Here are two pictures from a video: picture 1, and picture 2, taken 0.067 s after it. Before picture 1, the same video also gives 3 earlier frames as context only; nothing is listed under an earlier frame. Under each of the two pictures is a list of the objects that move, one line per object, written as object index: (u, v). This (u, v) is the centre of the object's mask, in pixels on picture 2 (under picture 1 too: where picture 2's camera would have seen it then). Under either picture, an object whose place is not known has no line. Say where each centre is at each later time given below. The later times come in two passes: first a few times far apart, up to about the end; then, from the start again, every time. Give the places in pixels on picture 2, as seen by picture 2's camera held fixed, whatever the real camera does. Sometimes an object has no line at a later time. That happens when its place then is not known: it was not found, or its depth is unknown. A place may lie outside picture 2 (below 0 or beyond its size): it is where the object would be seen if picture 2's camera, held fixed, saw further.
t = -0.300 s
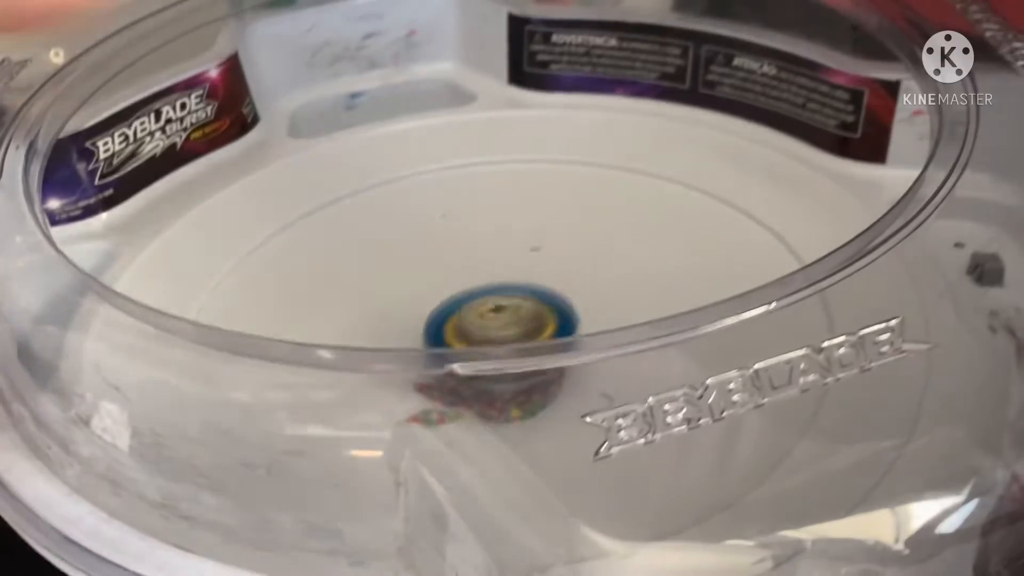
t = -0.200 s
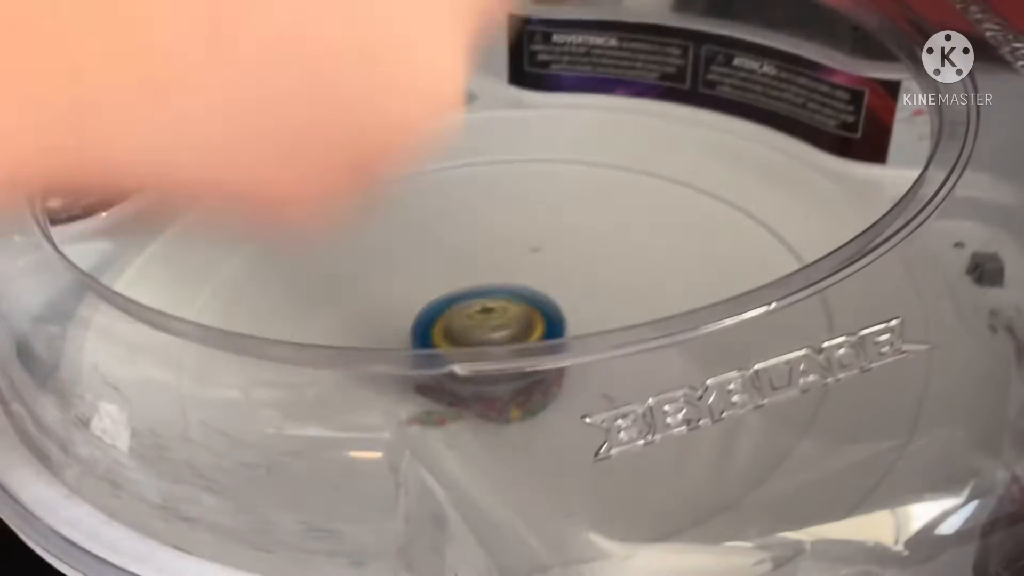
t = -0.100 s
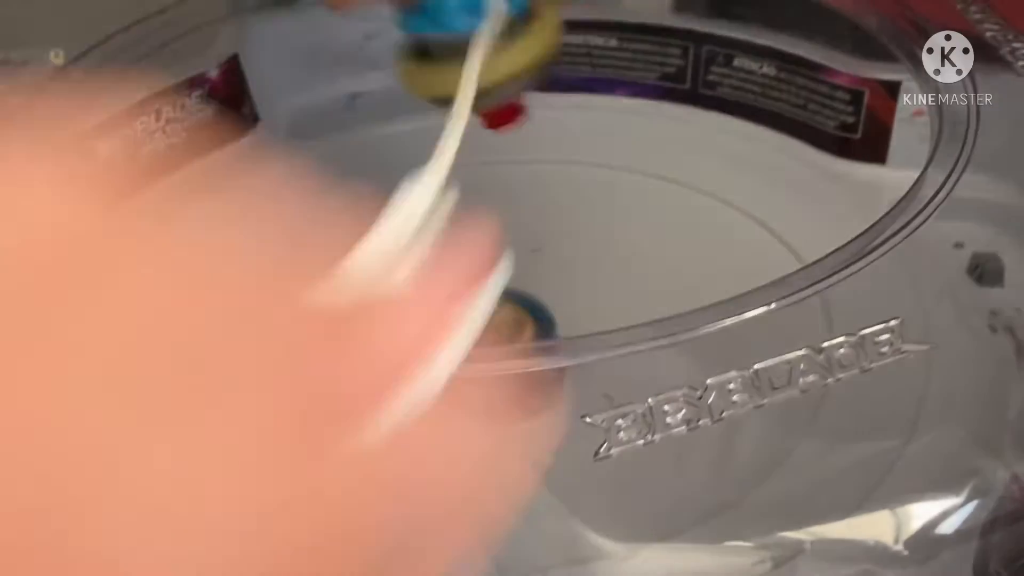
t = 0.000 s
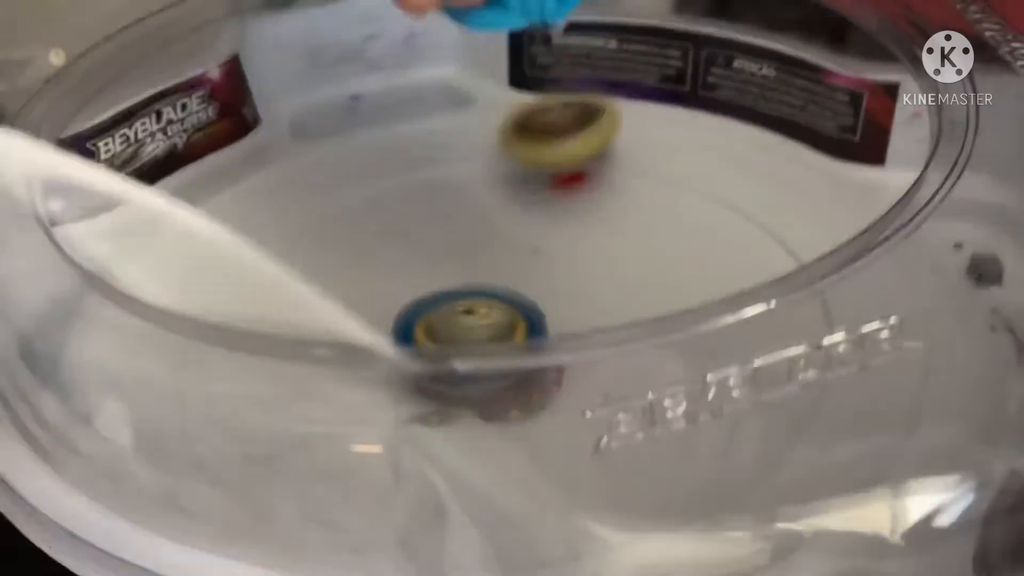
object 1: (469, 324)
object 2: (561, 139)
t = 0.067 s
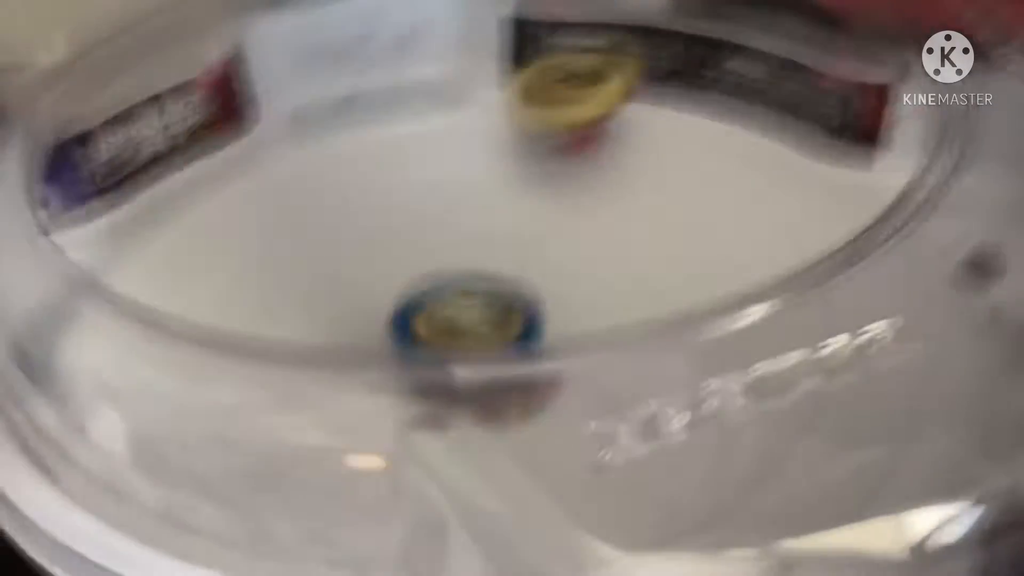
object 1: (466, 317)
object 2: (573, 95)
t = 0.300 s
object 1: (471, 307)
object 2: (498, 196)
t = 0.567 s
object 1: (405, 379)
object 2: (436, 157)
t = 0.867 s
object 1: (440, 344)
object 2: (378, 238)
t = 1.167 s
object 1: (574, 369)
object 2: (418, 254)
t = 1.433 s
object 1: (607, 292)
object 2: (464, 270)
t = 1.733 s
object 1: (603, 284)
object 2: (460, 265)
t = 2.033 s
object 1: (596, 292)
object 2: (449, 278)
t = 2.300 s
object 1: (582, 304)
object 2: (412, 284)
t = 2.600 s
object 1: (547, 318)
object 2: (396, 277)
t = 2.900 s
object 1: (501, 321)
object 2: (377, 279)
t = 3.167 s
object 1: (486, 318)
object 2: (375, 263)
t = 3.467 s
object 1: (494, 315)
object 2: (404, 250)
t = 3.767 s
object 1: (515, 312)
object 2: (466, 235)
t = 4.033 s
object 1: (518, 317)
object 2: (527, 234)
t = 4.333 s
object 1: (501, 322)
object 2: (585, 245)
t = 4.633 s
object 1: (474, 318)
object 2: (612, 273)
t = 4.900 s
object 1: (465, 307)
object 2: (617, 296)
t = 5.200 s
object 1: (472, 288)
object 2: (585, 337)
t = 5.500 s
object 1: (505, 272)
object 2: (506, 376)
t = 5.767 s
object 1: (529, 283)
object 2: (432, 377)
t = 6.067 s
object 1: (537, 300)
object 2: (379, 319)
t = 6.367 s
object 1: (519, 313)
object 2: (366, 290)
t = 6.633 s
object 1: (493, 318)
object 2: (398, 255)
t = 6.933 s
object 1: (478, 315)
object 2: (467, 227)
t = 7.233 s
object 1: (477, 309)
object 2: (552, 228)
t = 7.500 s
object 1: (484, 307)
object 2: (608, 248)
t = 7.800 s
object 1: (477, 309)
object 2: (644, 283)
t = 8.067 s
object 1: (463, 305)
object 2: (622, 330)
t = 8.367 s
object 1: (465, 299)
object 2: (547, 395)
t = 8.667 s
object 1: (488, 296)
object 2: (480, 406)
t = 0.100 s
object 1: (472, 316)
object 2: (579, 107)
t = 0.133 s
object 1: (476, 315)
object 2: (584, 112)
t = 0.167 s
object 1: (476, 314)
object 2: (577, 120)
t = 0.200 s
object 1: (476, 310)
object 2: (566, 137)
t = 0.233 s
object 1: (473, 310)
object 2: (550, 155)
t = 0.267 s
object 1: (473, 308)
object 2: (526, 173)
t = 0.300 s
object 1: (471, 307)
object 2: (498, 196)
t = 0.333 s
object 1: (470, 304)
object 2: (468, 214)
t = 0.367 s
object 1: (451, 320)
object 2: (458, 184)
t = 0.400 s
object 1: (434, 327)
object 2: (454, 159)
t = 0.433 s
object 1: (419, 352)
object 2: (452, 157)
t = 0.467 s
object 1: (409, 380)
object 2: (452, 148)
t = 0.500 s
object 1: (406, 380)
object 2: (450, 148)
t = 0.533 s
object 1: (402, 382)
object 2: (442, 148)
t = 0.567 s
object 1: (405, 379)
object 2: (436, 157)
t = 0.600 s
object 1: (407, 353)
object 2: (426, 167)
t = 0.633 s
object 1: (412, 351)
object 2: (416, 179)
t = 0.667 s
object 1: (411, 349)
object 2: (406, 194)
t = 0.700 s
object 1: (417, 344)
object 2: (398, 204)
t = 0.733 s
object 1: (418, 340)
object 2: (390, 219)
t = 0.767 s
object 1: (422, 334)
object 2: (384, 230)
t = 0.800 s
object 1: (425, 320)
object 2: (382, 242)
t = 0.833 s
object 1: (431, 334)
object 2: (378, 242)
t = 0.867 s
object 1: (440, 344)
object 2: (378, 238)
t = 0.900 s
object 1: (450, 350)
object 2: (383, 240)
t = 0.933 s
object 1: (458, 349)
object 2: (391, 250)
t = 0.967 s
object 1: (468, 346)
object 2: (400, 260)
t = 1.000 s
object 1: (479, 350)
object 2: (408, 268)
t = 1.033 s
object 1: (498, 351)
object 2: (411, 261)
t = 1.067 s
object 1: (520, 374)
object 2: (411, 256)
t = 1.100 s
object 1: (538, 374)
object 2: (414, 255)
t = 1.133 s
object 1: (556, 371)
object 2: (416, 254)
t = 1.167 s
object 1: (574, 369)
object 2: (418, 254)
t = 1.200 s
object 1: (583, 340)
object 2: (422, 257)
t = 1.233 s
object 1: (596, 337)
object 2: (426, 258)
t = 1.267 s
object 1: (603, 325)
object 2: (432, 260)
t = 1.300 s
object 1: (608, 319)
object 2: (439, 263)
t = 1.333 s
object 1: (607, 301)
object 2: (445, 264)
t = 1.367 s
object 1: (609, 298)
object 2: (452, 267)
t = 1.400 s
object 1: (609, 294)
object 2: (458, 268)
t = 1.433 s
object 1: (607, 292)
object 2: (464, 270)
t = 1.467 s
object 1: (608, 290)
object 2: (468, 270)
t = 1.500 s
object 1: (615, 288)
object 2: (461, 264)
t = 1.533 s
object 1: (616, 286)
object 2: (458, 261)
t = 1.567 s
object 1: (615, 284)
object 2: (457, 259)
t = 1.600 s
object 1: (613, 285)
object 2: (457, 261)
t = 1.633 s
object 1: (610, 284)
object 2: (458, 261)
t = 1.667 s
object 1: (606, 284)
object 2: (460, 263)
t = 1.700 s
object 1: (603, 284)
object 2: (462, 265)
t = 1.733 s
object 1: (603, 284)
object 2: (460, 265)
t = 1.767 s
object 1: (607, 286)
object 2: (450, 264)
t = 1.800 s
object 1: (609, 286)
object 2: (448, 264)
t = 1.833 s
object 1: (607, 288)
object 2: (446, 267)
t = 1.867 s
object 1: (606, 288)
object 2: (446, 268)
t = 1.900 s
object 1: (604, 289)
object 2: (447, 271)
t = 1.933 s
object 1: (602, 289)
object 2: (448, 273)
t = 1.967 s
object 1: (599, 290)
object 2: (450, 275)
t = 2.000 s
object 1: (596, 292)
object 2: (452, 278)
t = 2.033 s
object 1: (596, 292)
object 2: (449, 278)
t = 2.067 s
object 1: (593, 294)
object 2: (450, 281)
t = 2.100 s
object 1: (592, 296)
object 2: (445, 281)
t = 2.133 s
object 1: (592, 297)
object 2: (441, 282)
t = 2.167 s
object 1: (589, 299)
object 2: (440, 285)
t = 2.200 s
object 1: (584, 301)
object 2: (440, 287)
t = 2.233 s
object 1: (581, 302)
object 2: (436, 288)
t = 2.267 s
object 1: (583, 303)
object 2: (421, 285)
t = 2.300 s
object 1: (582, 304)
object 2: (412, 284)
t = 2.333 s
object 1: (579, 306)
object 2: (407, 282)
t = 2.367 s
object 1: (574, 308)
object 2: (406, 283)
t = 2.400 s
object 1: (568, 309)
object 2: (408, 284)
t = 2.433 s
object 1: (563, 311)
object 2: (411, 285)
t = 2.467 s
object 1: (557, 312)
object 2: (415, 286)
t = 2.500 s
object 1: (553, 313)
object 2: (418, 288)
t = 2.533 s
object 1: (553, 317)
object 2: (411, 287)
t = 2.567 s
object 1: (551, 317)
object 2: (401, 280)
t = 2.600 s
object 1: (547, 318)
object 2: (396, 277)
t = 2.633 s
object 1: (543, 321)
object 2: (389, 280)
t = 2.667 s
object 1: (537, 321)
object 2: (386, 279)
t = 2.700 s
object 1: (531, 321)
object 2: (383, 279)
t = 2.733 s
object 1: (525, 321)
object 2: (380, 280)
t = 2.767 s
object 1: (520, 322)
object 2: (379, 280)
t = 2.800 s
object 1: (513, 321)
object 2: (379, 280)
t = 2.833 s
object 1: (507, 321)
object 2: (380, 282)
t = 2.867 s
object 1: (503, 321)
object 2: (379, 281)
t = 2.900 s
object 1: (501, 321)
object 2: (377, 279)
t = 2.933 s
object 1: (496, 322)
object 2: (377, 278)
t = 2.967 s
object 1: (494, 321)
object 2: (377, 275)
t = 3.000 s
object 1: (492, 321)
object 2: (377, 274)
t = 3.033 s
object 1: (491, 320)
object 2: (376, 270)
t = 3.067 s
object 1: (491, 321)
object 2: (374, 267)
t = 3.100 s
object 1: (489, 320)
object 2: (373, 266)
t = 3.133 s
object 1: (487, 319)
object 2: (374, 263)
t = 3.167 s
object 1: (486, 318)
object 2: (375, 263)
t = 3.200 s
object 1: (484, 318)
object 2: (377, 263)
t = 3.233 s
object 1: (484, 318)
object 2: (378, 260)
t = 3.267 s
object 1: (487, 319)
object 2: (377, 256)
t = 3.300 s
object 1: (489, 318)
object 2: (378, 253)
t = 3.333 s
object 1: (491, 316)
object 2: (380, 252)
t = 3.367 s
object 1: (491, 316)
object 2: (385, 250)
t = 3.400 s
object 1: (491, 316)
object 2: (390, 249)
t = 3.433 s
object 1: (492, 316)
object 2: (396, 249)
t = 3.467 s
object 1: (494, 315)
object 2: (404, 250)
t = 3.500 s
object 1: (496, 314)
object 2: (411, 248)
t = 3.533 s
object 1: (498, 314)
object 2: (417, 245)
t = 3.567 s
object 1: (502, 315)
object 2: (423, 241)
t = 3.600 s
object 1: (505, 315)
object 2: (429, 240)
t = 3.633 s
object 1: (508, 315)
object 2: (436, 238)
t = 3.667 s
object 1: (510, 314)
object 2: (442, 238)
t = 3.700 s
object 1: (512, 313)
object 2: (450, 237)
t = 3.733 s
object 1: (513, 313)
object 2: (456, 236)
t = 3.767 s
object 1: (515, 312)
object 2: (466, 235)
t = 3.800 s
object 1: (516, 314)
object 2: (473, 233)
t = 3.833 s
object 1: (518, 313)
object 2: (482, 233)
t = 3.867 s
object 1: (517, 314)
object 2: (488, 233)
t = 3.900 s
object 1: (519, 314)
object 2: (496, 233)
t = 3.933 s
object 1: (518, 315)
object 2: (502, 233)
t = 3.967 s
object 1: (518, 315)
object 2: (511, 233)
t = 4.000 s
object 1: (518, 316)
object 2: (518, 234)
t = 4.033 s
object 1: (518, 317)
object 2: (527, 234)
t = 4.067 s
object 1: (516, 318)
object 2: (533, 236)
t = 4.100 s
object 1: (517, 318)
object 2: (542, 236)
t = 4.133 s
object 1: (515, 319)
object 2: (549, 237)
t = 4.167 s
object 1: (514, 319)
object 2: (558, 237)
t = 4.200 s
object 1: (512, 320)
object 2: (563, 239)
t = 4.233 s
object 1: (511, 320)
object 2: (569, 241)
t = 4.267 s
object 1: (509, 320)
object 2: (574, 243)
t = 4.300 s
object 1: (505, 321)
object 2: (580, 243)
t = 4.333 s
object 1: (501, 322)
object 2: (585, 245)
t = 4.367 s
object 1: (499, 321)
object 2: (589, 246)
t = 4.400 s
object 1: (497, 322)
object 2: (592, 250)
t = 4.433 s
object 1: (494, 321)
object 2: (592, 253)
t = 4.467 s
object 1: (492, 321)
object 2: (596, 257)
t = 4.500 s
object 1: (486, 322)
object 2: (599, 260)
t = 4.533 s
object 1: (483, 321)
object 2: (604, 262)
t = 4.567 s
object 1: (480, 321)
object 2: (606, 266)
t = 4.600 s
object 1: (478, 318)
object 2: (609, 269)
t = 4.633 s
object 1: (474, 318)
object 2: (612, 273)
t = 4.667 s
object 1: (472, 317)
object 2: (614, 277)
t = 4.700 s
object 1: (470, 316)
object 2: (617, 280)
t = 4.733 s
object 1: (469, 315)
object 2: (619, 283)
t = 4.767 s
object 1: (467, 313)
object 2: (621, 284)
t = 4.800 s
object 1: (465, 312)
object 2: (620, 288)
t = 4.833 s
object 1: (465, 310)
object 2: (620, 291)
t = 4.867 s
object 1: (466, 308)
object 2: (620, 293)
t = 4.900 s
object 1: (465, 307)
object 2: (617, 296)
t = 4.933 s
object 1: (464, 306)
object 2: (617, 298)
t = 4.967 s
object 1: (464, 304)
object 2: (614, 300)
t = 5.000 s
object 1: (465, 303)
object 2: (610, 304)
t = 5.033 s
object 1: (466, 299)
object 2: (608, 319)
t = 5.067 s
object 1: (466, 298)
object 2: (605, 328)
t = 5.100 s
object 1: (467, 295)
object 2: (603, 332)
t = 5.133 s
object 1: (469, 294)
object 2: (596, 335)
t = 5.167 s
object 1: (471, 290)
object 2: (588, 336)
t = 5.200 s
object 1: (472, 288)
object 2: (585, 337)
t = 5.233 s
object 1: (475, 286)
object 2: (577, 339)
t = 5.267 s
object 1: (479, 282)
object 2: (571, 368)
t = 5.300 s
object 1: (485, 277)
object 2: (562, 370)
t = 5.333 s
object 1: (488, 277)
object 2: (555, 371)
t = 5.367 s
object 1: (490, 276)
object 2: (545, 372)
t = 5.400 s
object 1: (494, 273)
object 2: (532, 374)
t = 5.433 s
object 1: (498, 272)
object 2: (523, 374)
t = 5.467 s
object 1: (502, 273)
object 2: (516, 375)
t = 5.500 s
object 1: (505, 272)
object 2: (506, 376)
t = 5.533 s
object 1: (509, 273)
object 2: (495, 378)
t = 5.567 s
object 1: (513, 273)
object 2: (489, 377)
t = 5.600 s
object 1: (517, 274)
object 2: (482, 378)
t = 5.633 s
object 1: (520, 276)
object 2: (469, 379)
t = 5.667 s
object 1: (522, 277)
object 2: (459, 377)
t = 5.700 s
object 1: (525, 279)
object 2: (451, 378)
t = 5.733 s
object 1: (527, 281)
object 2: (442, 378)
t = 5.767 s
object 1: (529, 283)
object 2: (432, 377)
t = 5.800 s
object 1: (531, 286)
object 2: (423, 351)
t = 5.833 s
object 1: (532, 288)
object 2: (418, 351)
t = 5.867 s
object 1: (533, 291)
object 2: (411, 352)
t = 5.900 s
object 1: (534, 293)
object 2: (405, 349)
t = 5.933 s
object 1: (535, 295)
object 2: (401, 344)
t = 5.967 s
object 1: (538, 295)
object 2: (393, 340)
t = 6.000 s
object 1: (539, 297)
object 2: (388, 335)
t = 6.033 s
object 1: (538, 299)
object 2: (382, 320)
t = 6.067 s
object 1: (537, 300)
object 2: (379, 319)
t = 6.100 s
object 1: (535, 302)
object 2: (376, 317)
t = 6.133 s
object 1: (533, 303)
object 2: (374, 313)
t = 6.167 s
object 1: (529, 306)
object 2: (374, 311)
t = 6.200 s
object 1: (527, 308)
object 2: (373, 309)
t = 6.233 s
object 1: (526, 308)
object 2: (370, 304)
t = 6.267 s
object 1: (526, 311)
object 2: (366, 302)
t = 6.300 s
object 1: (524, 310)
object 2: (365, 295)
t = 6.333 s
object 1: (521, 312)
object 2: (364, 293)
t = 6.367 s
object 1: (519, 313)
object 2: (366, 290)
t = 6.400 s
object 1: (514, 313)
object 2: (371, 286)
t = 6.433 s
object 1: (511, 315)
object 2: (374, 283)
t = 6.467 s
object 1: (508, 314)
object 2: (378, 278)
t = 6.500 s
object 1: (507, 317)
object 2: (381, 273)
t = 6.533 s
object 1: (504, 316)
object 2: (384, 267)
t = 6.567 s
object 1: (501, 317)
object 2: (388, 263)
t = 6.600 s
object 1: (497, 316)
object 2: (393, 258)
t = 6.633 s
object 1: (493, 318)
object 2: (398, 255)
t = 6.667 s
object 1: (493, 317)
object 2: (404, 248)
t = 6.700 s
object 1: (491, 317)
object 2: (410, 245)
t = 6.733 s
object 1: (489, 317)
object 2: (417, 240)
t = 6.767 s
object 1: (487, 317)
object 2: (426, 239)
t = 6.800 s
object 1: (487, 316)
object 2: (432, 236)
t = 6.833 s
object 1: (484, 317)
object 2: (441, 234)
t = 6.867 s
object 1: (481, 316)
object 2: (449, 231)
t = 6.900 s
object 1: (479, 316)
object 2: (458, 229)
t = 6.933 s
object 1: (478, 315)
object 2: (467, 227)
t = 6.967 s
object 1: (477, 316)
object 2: (476, 227)
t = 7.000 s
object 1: (477, 315)
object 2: (485, 226)
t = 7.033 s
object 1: (476, 313)
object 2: (496, 224)
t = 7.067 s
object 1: (474, 313)
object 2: (506, 225)
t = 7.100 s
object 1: (475, 312)
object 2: (516, 225)
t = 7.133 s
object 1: (475, 312)
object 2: (524, 225)
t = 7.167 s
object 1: (476, 311)
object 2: (533, 226)
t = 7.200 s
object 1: (476, 310)
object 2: (543, 226)
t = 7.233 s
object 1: (477, 309)
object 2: (552, 228)
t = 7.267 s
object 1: (477, 308)
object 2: (562, 228)
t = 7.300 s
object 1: (477, 309)
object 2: (569, 230)
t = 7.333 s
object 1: (479, 307)
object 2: (576, 231)
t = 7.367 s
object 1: (480, 308)
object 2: (585, 234)
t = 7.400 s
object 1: (481, 307)
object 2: (592, 237)
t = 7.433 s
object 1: (482, 306)
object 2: (597, 240)
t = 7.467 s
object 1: (483, 306)
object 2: (603, 244)
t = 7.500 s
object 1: (484, 307)
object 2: (608, 248)
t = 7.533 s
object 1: (482, 305)
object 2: (616, 251)
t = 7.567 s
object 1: (477, 308)
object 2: (627, 254)
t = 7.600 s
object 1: (476, 308)
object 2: (633, 257)
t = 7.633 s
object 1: (475, 308)
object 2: (638, 262)
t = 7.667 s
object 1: (477, 307)
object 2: (641, 265)
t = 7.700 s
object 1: (475, 309)
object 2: (643, 271)
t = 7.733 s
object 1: (476, 308)
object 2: (644, 274)
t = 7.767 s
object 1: (478, 307)
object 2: (645, 277)
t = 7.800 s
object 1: (477, 309)
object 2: (644, 283)
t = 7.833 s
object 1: (477, 308)
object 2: (641, 287)
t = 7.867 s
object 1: (478, 307)
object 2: (638, 290)
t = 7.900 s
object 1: (478, 307)
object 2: (635, 294)
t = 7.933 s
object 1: (475, 307)
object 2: (633, 298)
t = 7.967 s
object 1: (468, 306)
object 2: (634, 313)
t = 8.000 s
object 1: (466, 305)
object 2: (633, 323)
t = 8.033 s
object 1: (465, 304)
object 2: (629, 328)
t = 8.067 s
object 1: (463, 305)
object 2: (622, 330)
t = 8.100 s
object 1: (462, 304)
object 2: (610, 333)
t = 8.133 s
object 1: (462, 302)
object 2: (609, 362)
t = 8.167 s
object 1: (461, 303)
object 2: (599, 365)
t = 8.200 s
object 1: (462, 301)
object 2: (590, 366)
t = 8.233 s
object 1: (462, 301)
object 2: (580, 373)
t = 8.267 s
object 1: (462, 301)
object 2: (573, 375)
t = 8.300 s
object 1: (463, 300)
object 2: (565, 379)
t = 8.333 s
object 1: (465, 299)
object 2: (556, 383)
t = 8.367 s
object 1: (465, 299)
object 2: (547, 395)
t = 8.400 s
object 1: (467, 297)
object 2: (541, 397)
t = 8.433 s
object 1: (469, 297)
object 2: (536, 399)
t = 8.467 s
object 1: (471, 297)
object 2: (529, 399)
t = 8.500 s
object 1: (473, 296)
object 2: (523, 401)
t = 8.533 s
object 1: (475, 297)
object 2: (514, 401)
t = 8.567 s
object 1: (479, 296)
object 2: (504, 404)
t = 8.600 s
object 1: (482, 296)
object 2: (495, 405)
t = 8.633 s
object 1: (485, 295)
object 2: (487, 405)
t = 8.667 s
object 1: (488, 296)
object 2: (480, 406)
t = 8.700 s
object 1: (491, 295)
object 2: (474, 406)
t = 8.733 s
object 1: (493, 296)
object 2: (466, 405)
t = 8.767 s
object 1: (495, 295)
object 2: (459, 404)
